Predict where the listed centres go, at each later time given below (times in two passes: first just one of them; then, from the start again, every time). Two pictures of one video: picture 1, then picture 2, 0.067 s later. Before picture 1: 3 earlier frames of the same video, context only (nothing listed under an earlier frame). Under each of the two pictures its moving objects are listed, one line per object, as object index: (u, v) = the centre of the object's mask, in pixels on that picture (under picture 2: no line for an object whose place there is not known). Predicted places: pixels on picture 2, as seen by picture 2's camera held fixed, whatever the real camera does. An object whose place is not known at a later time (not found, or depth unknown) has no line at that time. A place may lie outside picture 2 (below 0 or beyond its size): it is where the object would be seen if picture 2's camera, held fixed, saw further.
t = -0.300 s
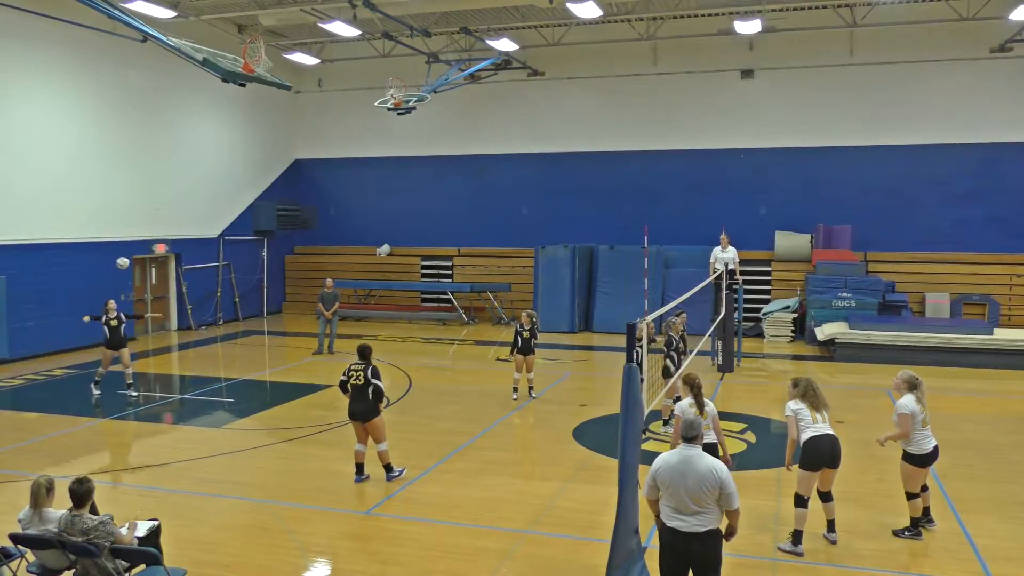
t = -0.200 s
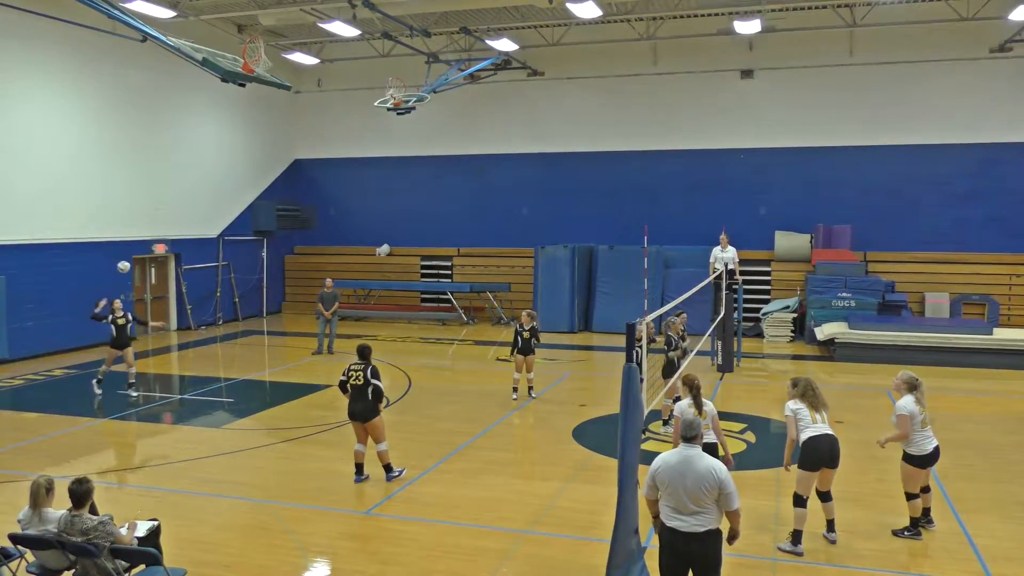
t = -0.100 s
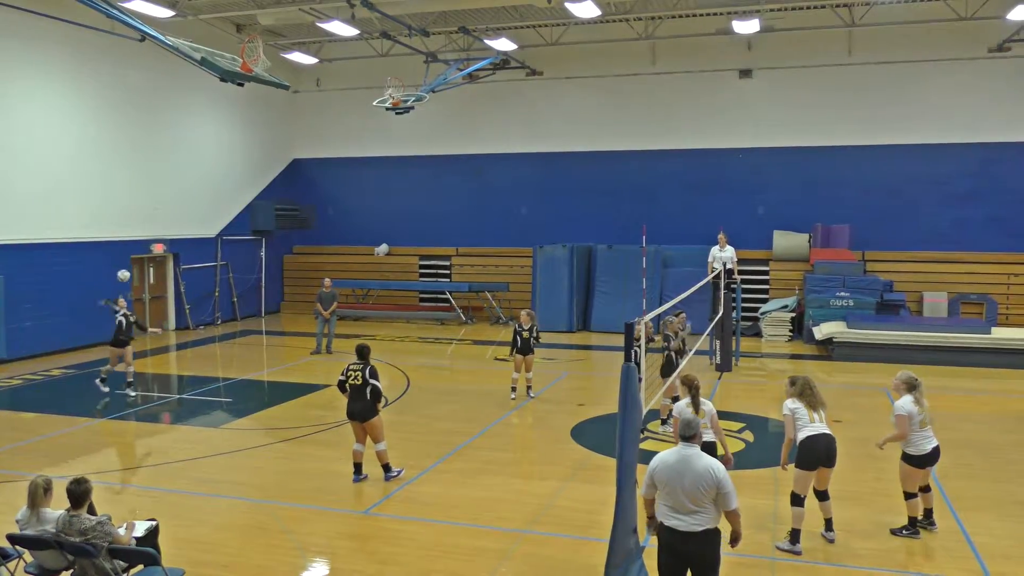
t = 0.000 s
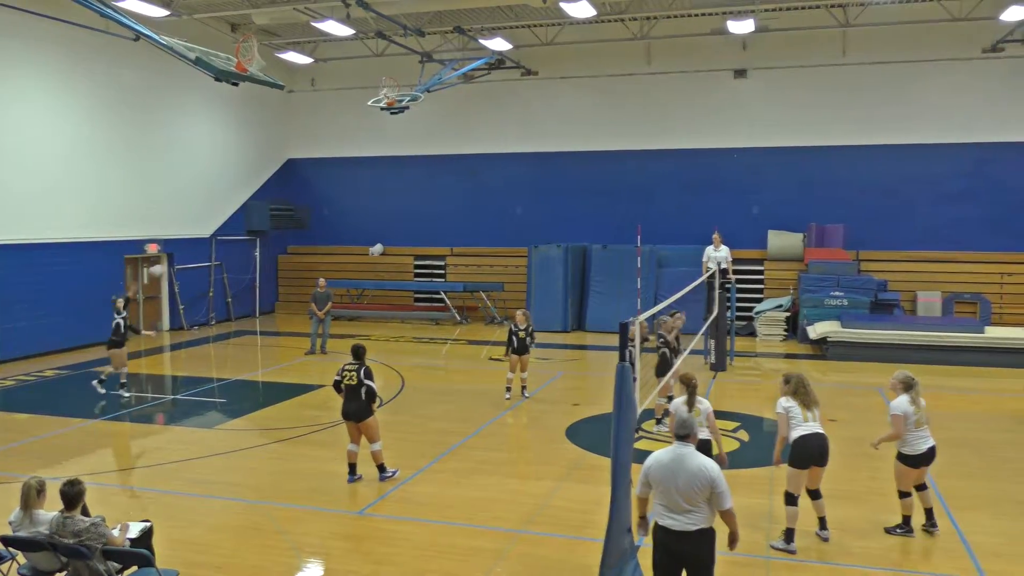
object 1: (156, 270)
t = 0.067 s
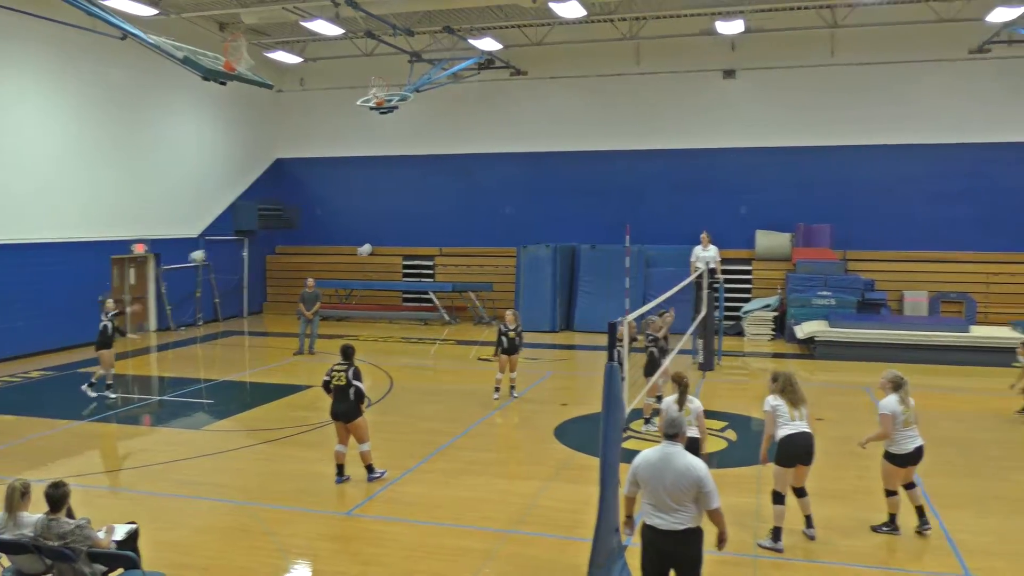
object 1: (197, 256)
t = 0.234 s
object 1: (325, 228)
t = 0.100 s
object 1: (223, 250)
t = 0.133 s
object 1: (248, 243)
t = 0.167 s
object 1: (274, 238)
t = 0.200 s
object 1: (299, 233)
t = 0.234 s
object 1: (325, 228)
